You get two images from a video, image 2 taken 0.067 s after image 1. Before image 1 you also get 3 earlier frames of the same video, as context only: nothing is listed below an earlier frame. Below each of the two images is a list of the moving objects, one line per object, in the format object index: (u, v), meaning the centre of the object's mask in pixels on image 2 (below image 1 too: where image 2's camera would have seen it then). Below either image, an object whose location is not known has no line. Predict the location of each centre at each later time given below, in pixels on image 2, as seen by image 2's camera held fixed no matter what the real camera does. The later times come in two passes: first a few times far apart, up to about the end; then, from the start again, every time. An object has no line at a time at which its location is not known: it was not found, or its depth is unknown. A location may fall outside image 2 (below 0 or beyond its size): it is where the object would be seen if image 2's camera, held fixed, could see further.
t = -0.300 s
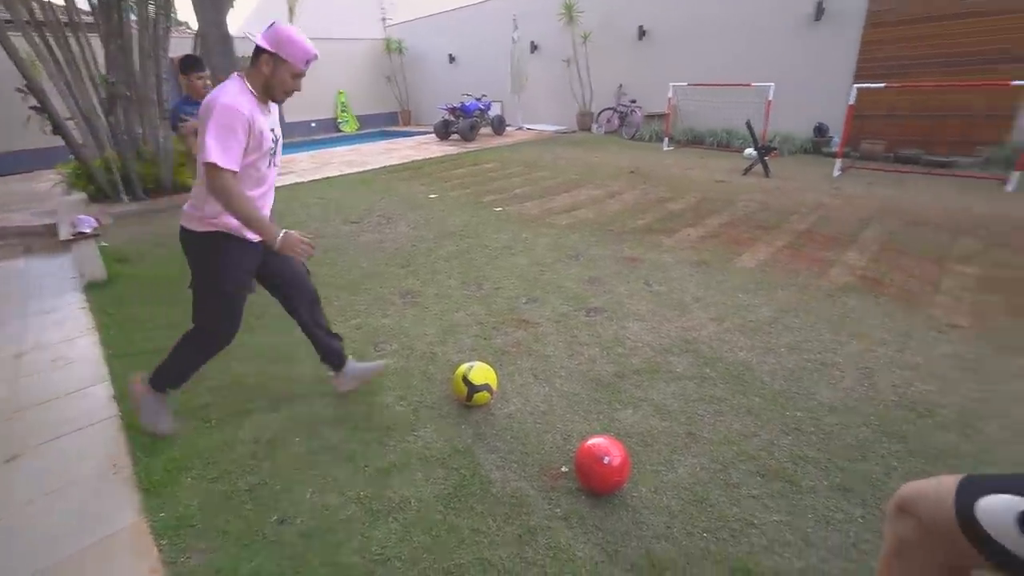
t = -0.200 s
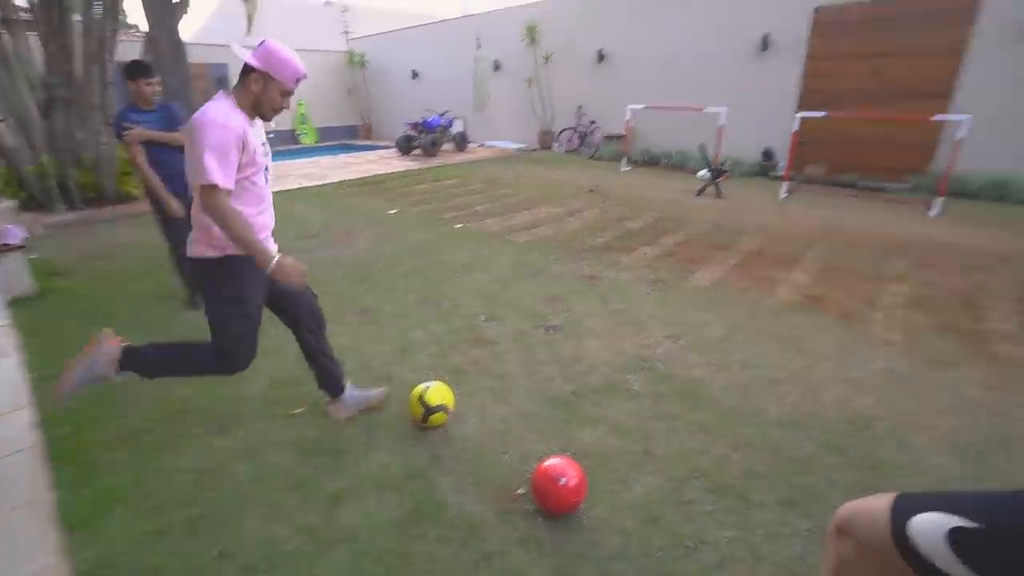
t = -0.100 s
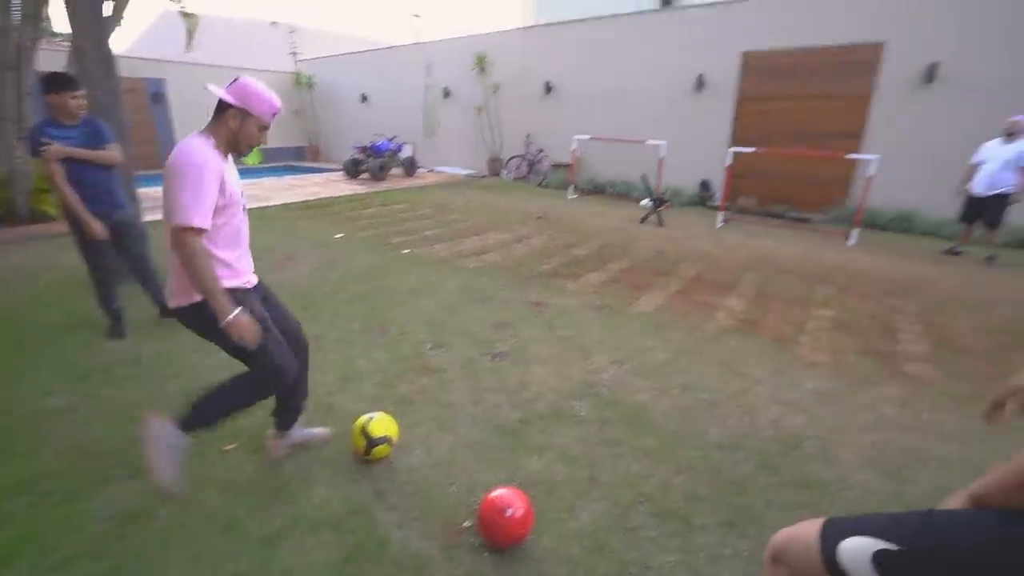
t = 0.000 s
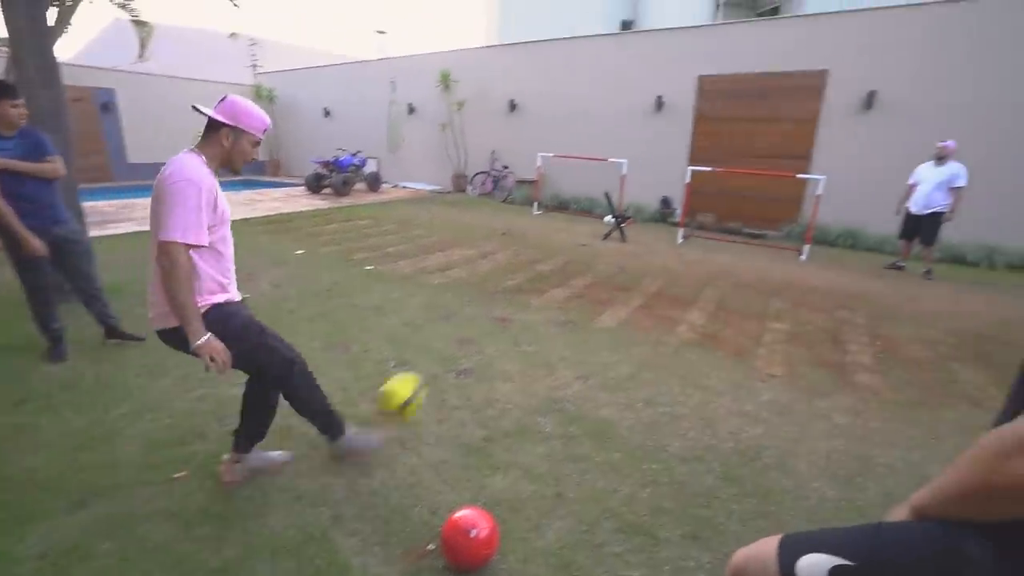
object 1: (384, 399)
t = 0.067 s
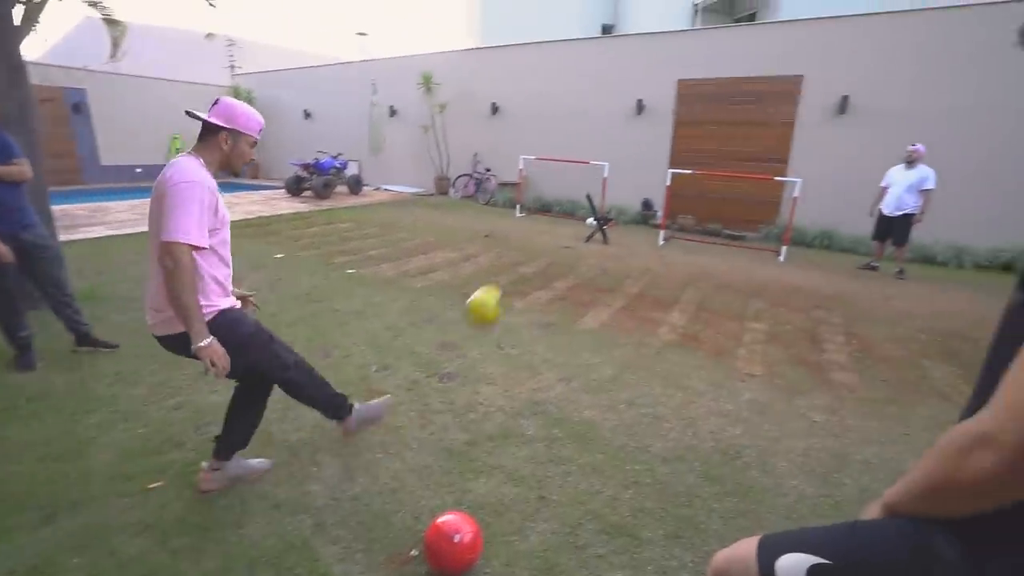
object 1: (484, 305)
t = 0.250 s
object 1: (635, 182)
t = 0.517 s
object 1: (722, 141)
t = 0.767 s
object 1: (756, 153)
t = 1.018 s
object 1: (767, 193)
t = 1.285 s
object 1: (780, 225)
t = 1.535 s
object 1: (787, 218)
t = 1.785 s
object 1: (787, 240)
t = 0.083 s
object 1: (505, 288)
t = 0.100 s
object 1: (522, 271)
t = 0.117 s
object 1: (540, 257)
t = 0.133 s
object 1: (556, 244)
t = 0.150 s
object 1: (570, 231)
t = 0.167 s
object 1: (582, 221)
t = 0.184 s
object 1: (594, 212)
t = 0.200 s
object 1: (605, 204)
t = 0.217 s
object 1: (616, 197)
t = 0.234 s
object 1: (626, 189)
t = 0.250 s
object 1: (635, 182)
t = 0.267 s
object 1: (643, 176)
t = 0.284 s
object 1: (651, 171)
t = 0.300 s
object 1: (659, 167)
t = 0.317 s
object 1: (666, 162)
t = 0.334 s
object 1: (673, 159)
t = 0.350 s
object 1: (679, 155)
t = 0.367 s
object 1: (684, 152)
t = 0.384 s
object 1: (689, 150)
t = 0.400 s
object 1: (694, 148)
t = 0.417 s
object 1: (699, 146)
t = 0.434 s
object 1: (704, 145)
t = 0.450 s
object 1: (707, 143)
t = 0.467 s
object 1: (712, 142)
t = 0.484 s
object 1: (716, 141)
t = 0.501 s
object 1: (719, 141)
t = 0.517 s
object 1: (722, 141)
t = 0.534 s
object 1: (726, 140)
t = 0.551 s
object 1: (729, 140)
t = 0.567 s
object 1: (731, 141)
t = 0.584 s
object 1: (734, 141)
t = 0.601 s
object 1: (736, 142)
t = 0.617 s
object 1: (740, 142)
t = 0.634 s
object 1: (741, 143)
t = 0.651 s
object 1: (743, 145)
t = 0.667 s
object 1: (746, 145)
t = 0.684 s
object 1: (748, 146)
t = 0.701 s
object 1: (750, 148)
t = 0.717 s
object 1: (751, 149)
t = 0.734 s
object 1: (752, 150)
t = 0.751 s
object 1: (755, 152)
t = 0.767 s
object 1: (756, 153)
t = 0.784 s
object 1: (758, 155)
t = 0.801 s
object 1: (759, 157)
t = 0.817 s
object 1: (760, 159)
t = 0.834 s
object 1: (762, 161)
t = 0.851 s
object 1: (762, 162)
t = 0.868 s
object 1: (763, 164)
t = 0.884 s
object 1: (763, 166)
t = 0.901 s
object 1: (764, 170)
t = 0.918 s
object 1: (764, 171)
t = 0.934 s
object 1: (764, 174)
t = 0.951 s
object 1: (765, 178)
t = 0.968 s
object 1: (764, 184)
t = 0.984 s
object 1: (766, 186)
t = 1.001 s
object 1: (766, 189)
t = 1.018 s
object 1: (767, 193)
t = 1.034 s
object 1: (767, 198)
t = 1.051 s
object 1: (768, 203)
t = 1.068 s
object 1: (769, 208)
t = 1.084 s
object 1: (770, 213)
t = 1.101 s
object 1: (770, 219)
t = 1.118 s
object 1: (771, 225)
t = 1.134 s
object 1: (771, 230)
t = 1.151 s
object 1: (772, 235)
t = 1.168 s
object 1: (773, 238)
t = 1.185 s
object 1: (774, 236)
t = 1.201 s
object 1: (775, 234)
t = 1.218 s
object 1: (776, 232)
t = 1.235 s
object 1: (777, 230)
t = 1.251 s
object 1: (779, 228)
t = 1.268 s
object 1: (779, 226)
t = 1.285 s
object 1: (780, 225)
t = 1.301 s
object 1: (781, 222)
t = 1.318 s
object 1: (782, 221)
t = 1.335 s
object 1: (782, 221)
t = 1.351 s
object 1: (783, 219)
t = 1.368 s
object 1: (784, 218)
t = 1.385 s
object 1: (784, 217)
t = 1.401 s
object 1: (784, 217)
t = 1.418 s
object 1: (785, 216)
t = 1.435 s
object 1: (785, 216)
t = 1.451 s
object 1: (785, 216)
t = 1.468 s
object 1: (786, 216)
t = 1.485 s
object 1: (786, 216)
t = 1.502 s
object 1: (786, 217)
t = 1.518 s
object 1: (786, 216)
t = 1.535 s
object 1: (787, 218)
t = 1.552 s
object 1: (787, 218)
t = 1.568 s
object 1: (788, 219)
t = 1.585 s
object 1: (788, 220)
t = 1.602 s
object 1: (788, 222)
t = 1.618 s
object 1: (790, 223)
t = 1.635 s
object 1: (790, 225)
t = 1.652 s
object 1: (790, 226)
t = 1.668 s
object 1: (792, 229)
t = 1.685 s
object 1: (791, 231)
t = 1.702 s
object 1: (791, 234)
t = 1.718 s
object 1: (789, 237)
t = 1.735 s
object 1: (788, 239)
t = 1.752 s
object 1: (785, 241)
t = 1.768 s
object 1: (785, 240)
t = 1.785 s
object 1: (787, 240)
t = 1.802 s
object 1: (788, 238)
